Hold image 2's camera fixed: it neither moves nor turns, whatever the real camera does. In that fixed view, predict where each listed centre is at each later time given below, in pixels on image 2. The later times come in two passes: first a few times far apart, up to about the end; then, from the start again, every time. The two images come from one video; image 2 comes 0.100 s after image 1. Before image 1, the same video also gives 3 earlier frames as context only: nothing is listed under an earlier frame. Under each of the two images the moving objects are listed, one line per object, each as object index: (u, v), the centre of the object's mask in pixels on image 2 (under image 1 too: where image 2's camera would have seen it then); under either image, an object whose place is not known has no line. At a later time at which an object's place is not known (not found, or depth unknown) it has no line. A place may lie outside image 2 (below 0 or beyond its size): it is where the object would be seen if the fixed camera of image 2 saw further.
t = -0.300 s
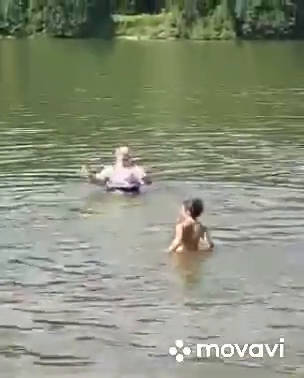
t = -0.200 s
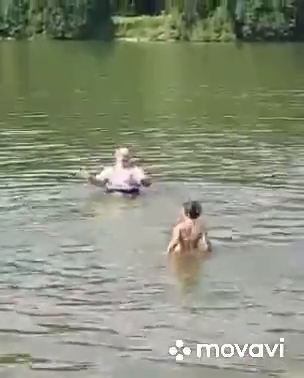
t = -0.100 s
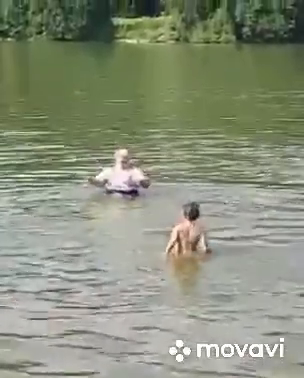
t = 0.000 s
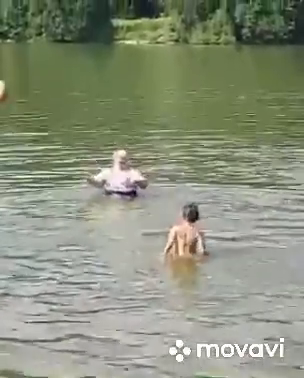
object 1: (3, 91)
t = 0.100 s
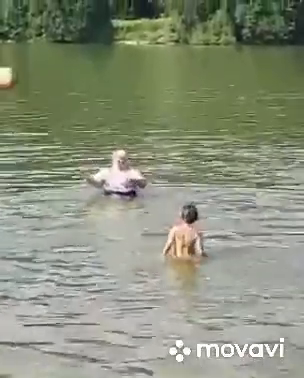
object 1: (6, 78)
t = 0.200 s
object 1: (17, 73)
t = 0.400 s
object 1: (28, 90)
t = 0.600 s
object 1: (43, 129)
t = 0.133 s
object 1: (10, 76)
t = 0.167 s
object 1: (14, 75)
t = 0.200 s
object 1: (17, 73)
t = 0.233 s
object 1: (19, 74)
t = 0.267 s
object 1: (22, 75)
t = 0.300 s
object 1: (24, 77)
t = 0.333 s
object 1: (25, 81)
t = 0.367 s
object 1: (28, 85)
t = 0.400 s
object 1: (28, 90)
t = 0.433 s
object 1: (34, 96)
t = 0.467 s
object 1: (36, 101)
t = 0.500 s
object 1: (39, 107)
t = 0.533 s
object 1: (40, 115)
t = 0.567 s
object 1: (42, 121)
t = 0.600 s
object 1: (43, 129)
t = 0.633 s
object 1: (47, 138)
